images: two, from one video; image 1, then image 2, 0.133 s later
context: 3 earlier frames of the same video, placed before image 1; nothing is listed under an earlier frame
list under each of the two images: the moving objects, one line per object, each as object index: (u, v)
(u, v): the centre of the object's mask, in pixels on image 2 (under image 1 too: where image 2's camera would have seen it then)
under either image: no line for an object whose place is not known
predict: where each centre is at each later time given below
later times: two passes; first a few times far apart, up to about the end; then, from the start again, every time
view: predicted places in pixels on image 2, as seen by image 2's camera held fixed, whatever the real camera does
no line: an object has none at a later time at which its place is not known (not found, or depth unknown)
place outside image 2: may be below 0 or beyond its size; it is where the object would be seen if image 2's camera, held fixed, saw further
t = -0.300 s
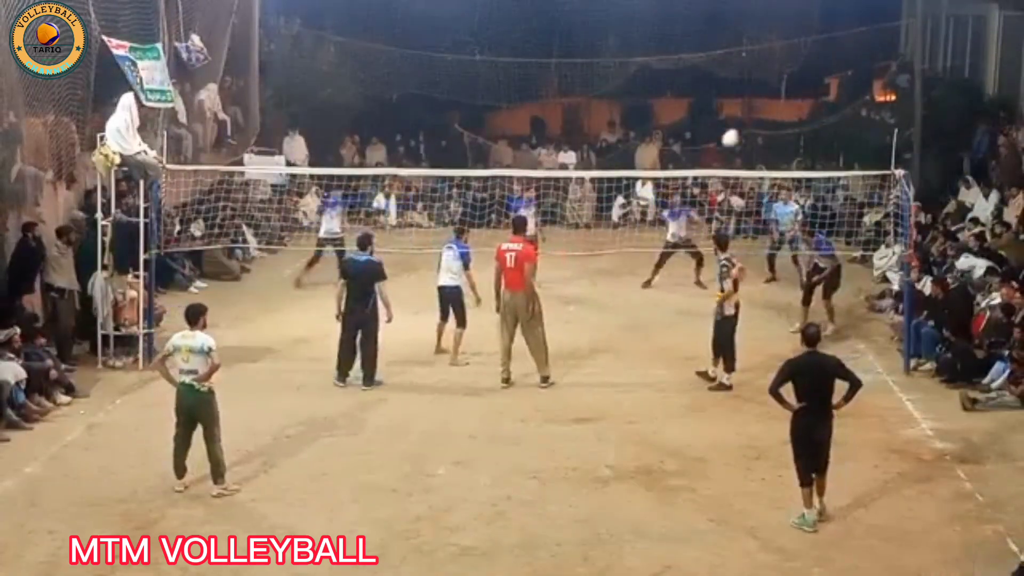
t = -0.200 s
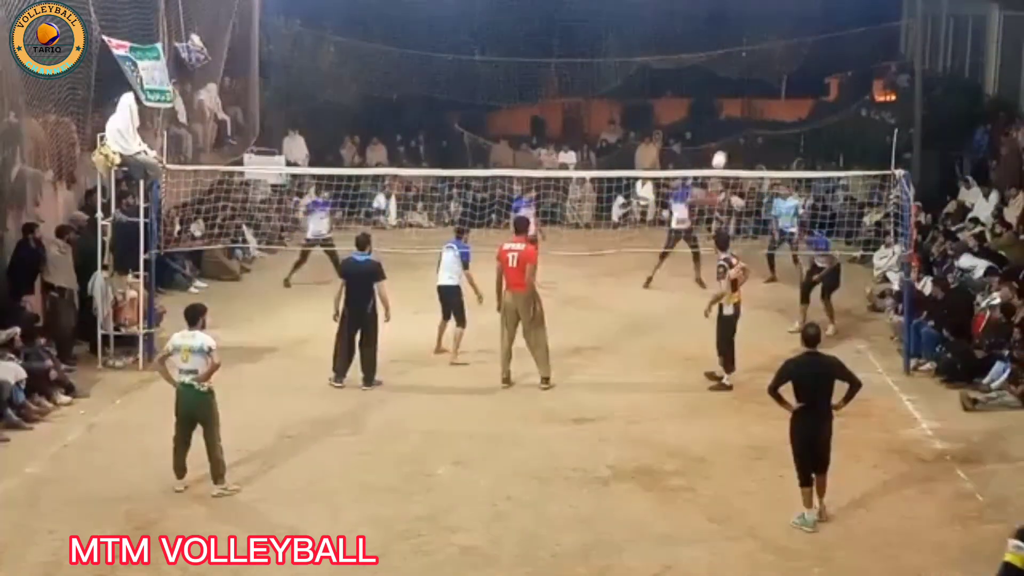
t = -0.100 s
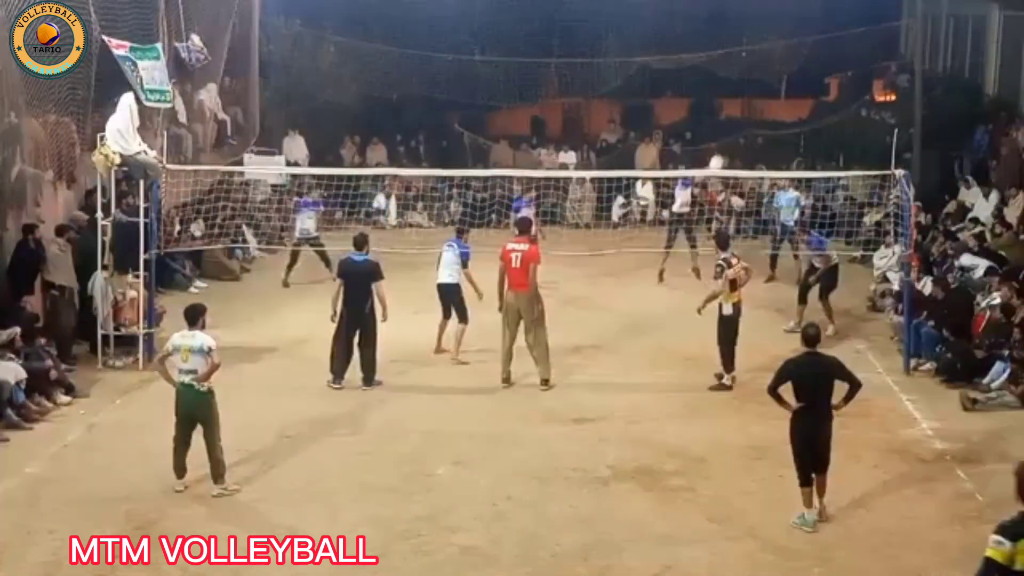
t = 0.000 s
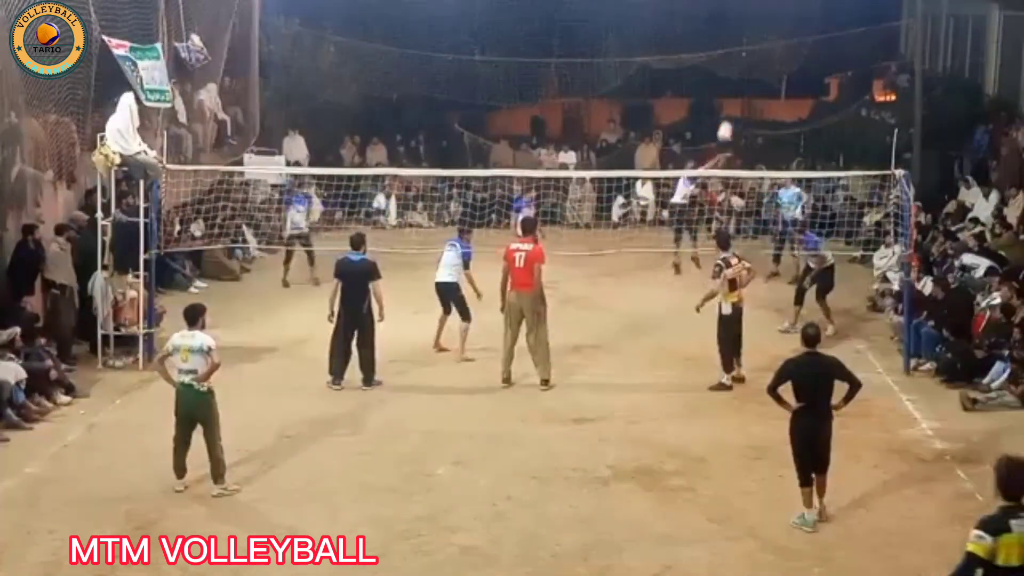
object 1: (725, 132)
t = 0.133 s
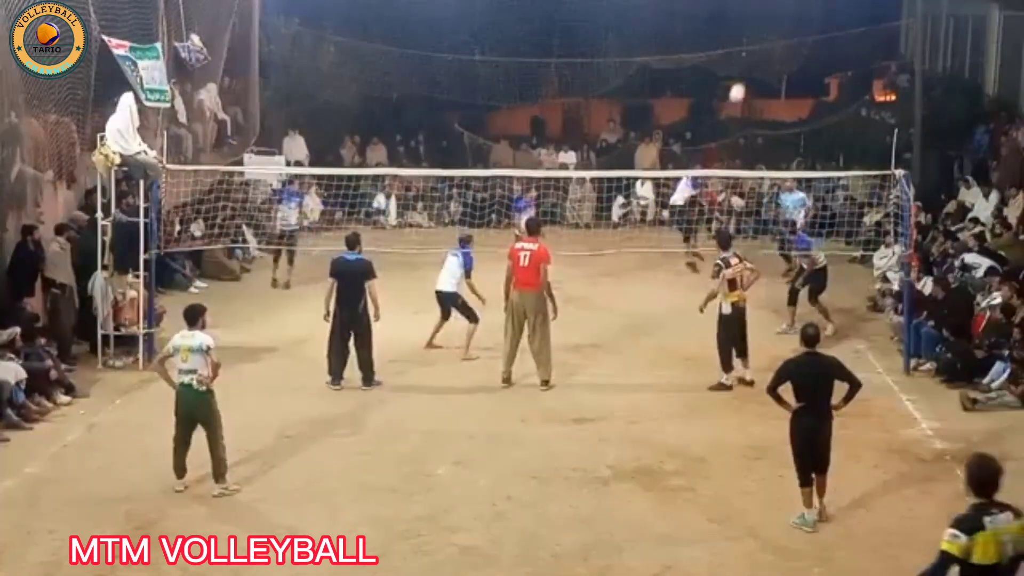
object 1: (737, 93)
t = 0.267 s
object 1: (750, 66)
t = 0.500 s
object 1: (770, 48)
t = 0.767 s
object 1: (794, 78)
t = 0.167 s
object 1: (740, 86)
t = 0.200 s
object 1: (743, 79)
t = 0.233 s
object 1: (746, 72)
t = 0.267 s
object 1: (750, 66)
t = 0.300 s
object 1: (752, 61)
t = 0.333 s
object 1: (755, 57)
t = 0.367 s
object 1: (758, 54)
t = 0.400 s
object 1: (761, 51)
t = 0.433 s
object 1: (764, 49)
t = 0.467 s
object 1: (767, 48)
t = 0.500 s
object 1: (770, 48)
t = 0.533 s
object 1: (773, 48)
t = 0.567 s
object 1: (776, 50)
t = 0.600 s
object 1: (779, 52)
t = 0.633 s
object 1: (782, 56)
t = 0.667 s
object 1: (785, 61)
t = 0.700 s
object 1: (789, 66)
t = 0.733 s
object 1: (791, 71)
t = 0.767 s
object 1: (794, 78)
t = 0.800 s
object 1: (797, 86)
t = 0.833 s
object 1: (799, 95)
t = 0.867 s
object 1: (802, 106)
